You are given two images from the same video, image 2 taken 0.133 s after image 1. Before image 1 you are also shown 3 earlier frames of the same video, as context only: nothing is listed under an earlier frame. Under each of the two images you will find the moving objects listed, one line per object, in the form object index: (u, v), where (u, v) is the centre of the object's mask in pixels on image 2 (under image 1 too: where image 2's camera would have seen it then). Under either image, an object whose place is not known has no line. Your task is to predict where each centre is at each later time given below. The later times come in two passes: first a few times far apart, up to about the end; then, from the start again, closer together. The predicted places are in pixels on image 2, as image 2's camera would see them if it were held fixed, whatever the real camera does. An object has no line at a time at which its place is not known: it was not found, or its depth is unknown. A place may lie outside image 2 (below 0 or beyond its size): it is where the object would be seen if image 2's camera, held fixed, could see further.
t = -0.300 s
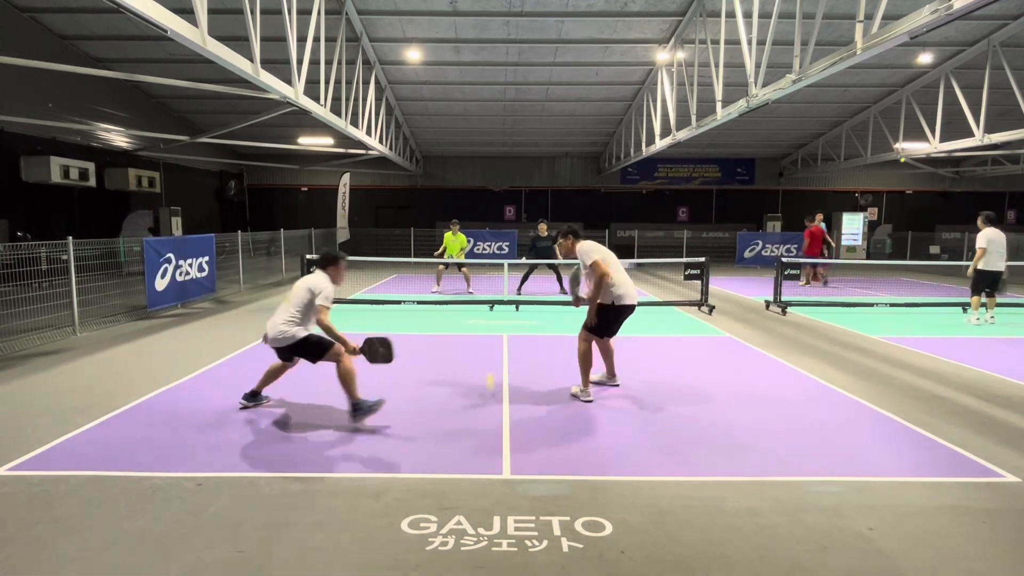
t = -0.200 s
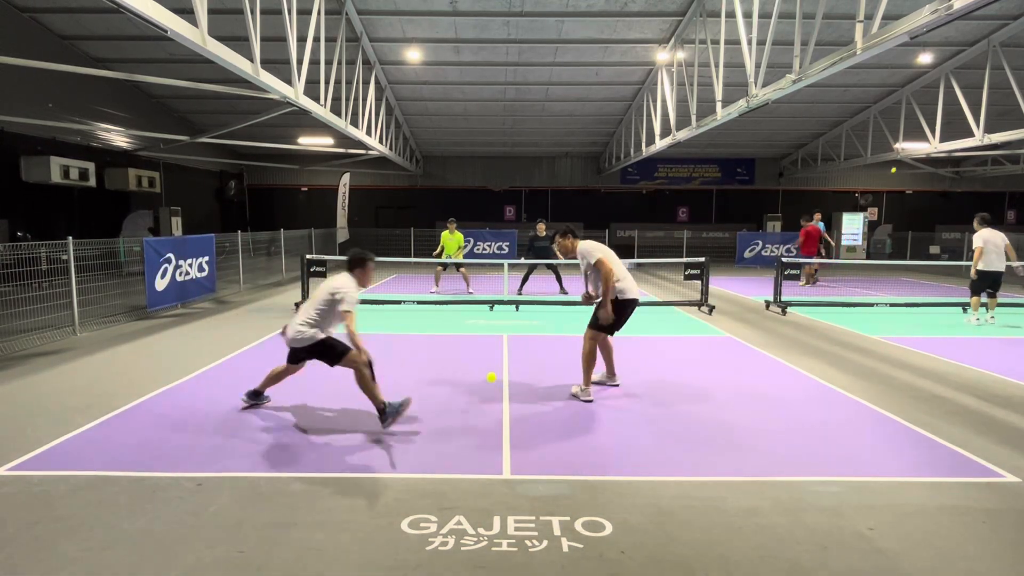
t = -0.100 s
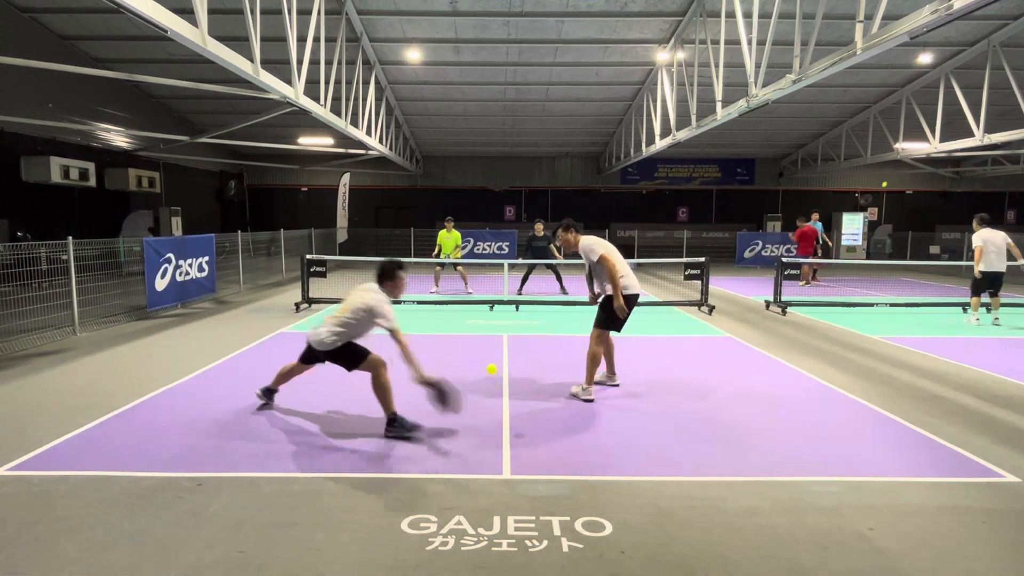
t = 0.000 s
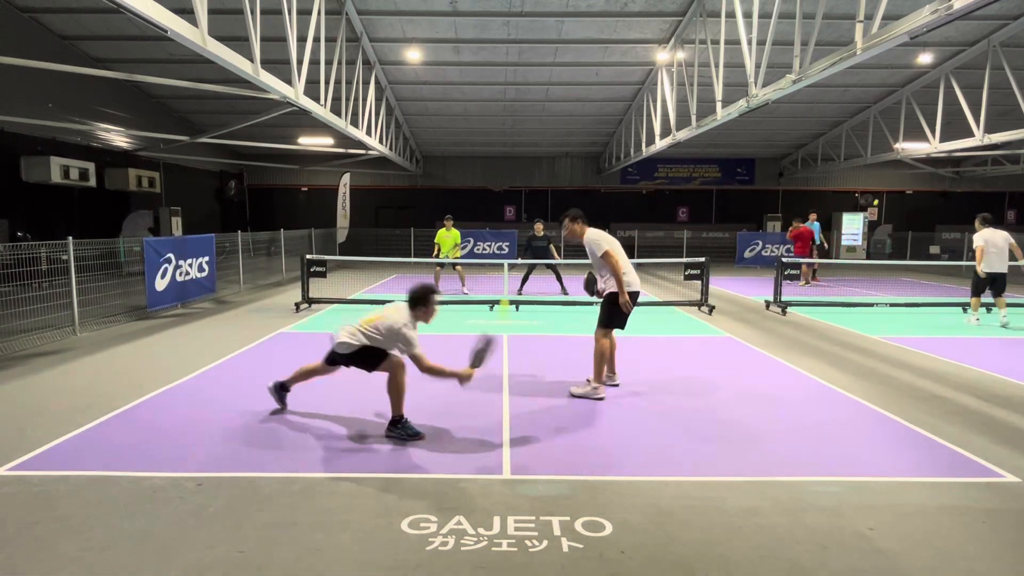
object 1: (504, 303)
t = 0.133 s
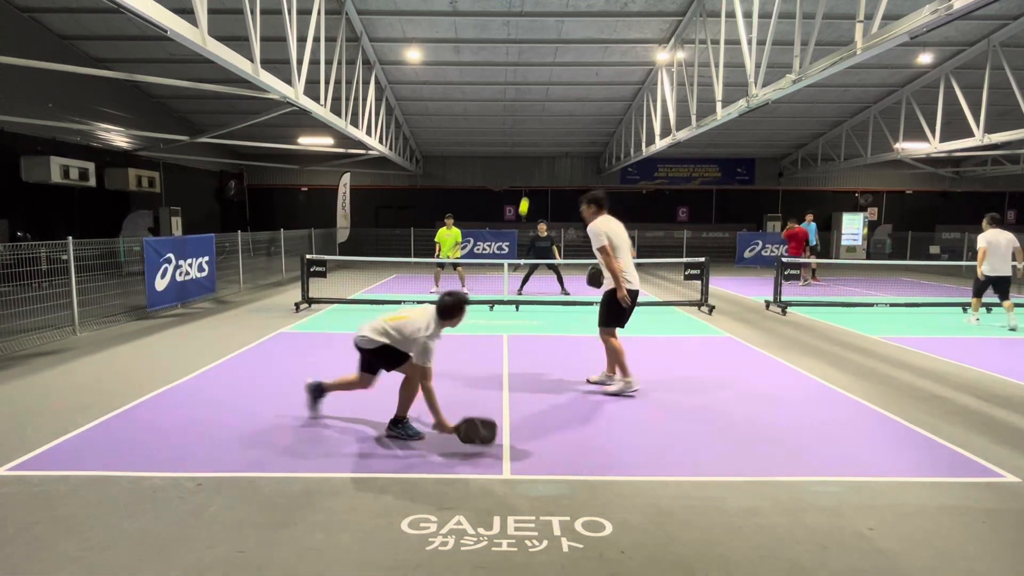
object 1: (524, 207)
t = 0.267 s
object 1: (537, 151)
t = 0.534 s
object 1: (550, 118)
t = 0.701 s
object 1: (555, 126)
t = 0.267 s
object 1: (537, 151)
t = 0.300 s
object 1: (539, 142)
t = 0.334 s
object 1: (541, 135)
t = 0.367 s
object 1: (543, 129)
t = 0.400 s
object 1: (545, 125)
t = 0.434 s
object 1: (546, 122)
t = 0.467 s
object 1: (548, 119)
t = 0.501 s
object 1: (549, 118)
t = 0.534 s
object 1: (550, 118)
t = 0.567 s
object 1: (552, 118)
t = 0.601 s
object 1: (553, 119)
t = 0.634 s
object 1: (553, 121)
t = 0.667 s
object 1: (554, 124)
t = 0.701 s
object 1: (555, 126)
